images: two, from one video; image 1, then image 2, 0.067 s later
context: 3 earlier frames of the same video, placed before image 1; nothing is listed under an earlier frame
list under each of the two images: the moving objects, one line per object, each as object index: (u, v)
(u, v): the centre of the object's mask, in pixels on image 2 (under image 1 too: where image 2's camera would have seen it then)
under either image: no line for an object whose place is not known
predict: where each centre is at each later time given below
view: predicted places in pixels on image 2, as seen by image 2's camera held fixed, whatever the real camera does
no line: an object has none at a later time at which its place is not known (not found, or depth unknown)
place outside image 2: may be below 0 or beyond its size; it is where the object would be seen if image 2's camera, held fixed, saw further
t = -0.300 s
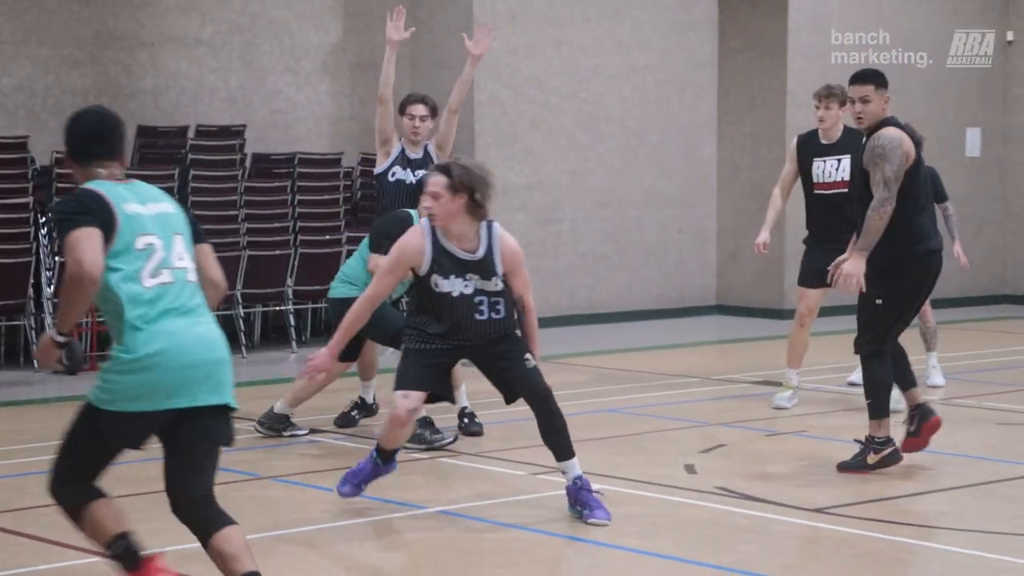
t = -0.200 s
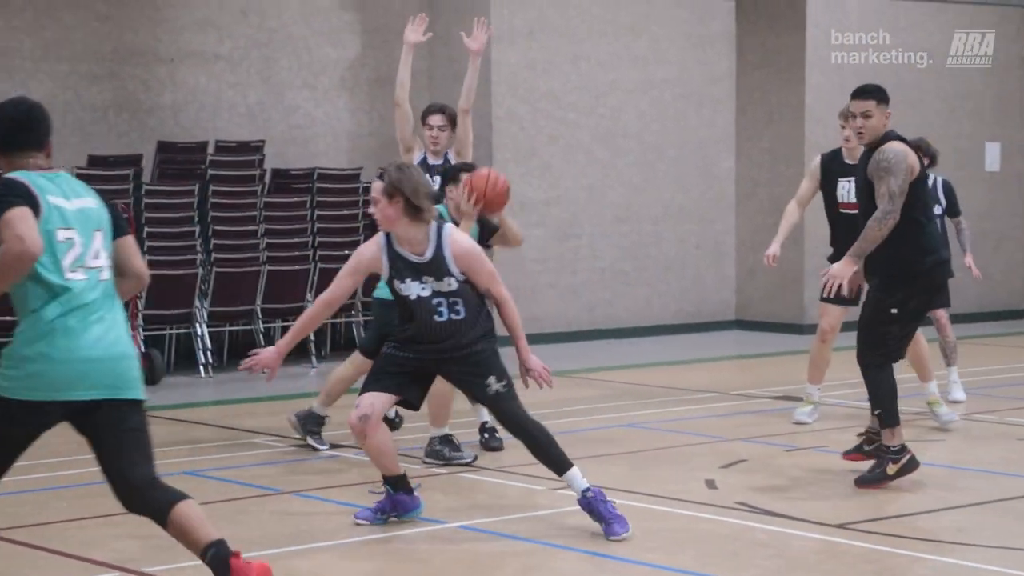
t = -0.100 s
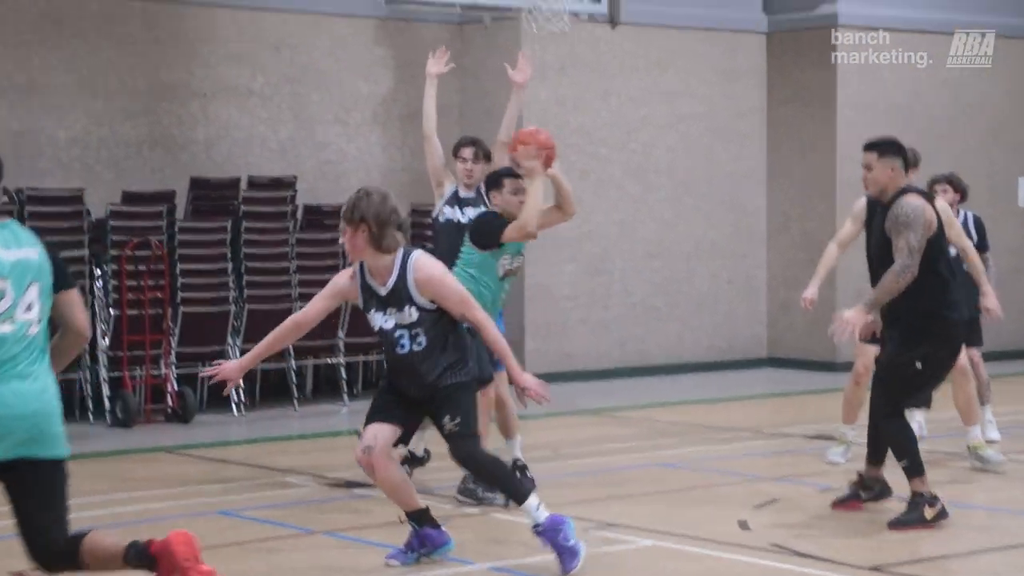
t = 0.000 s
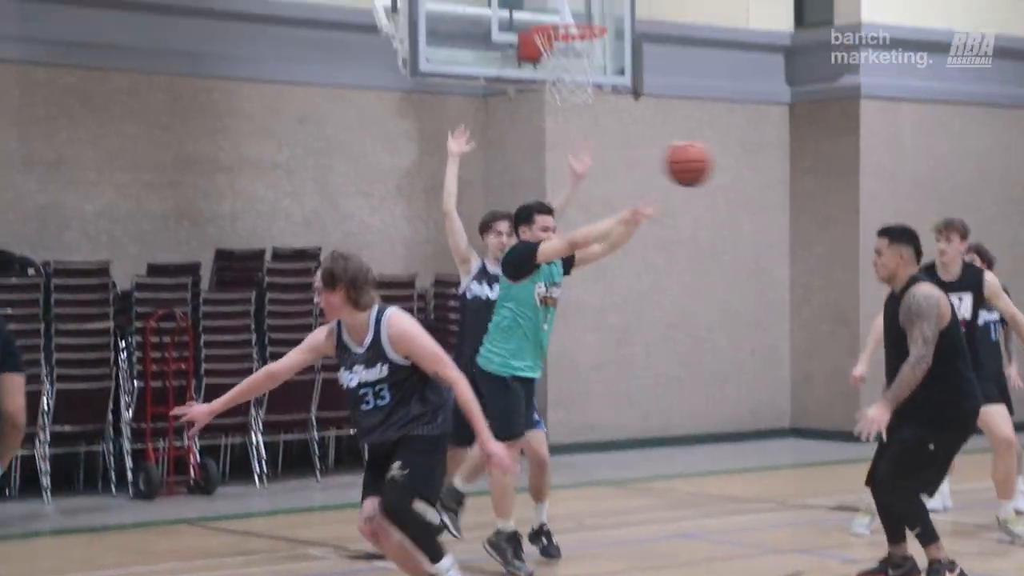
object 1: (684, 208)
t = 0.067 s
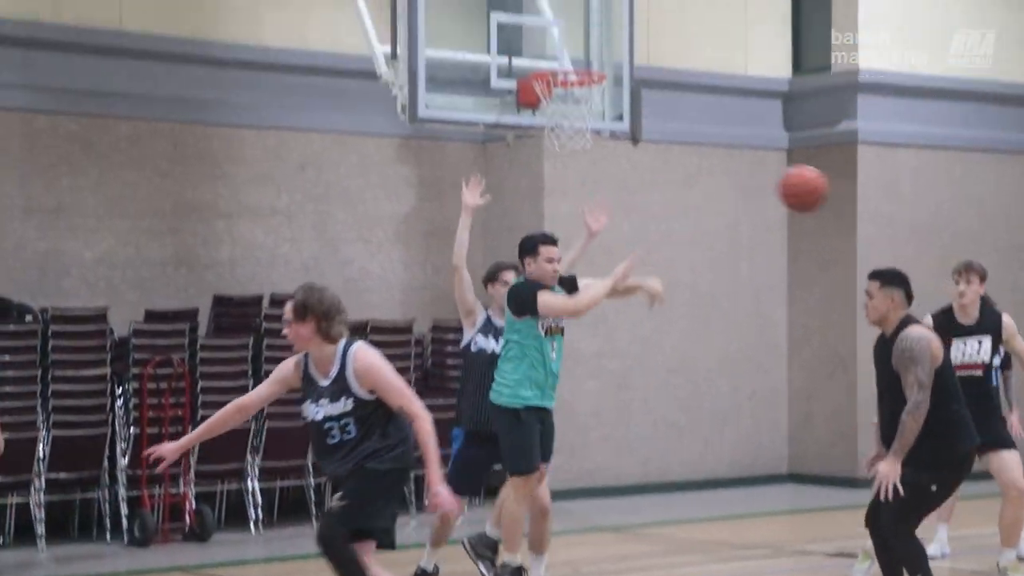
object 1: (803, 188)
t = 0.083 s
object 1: (831, 185)
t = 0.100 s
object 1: (861, 182)
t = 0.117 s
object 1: (891, 181)
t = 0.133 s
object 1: (919, 179)
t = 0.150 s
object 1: (950, 178)
